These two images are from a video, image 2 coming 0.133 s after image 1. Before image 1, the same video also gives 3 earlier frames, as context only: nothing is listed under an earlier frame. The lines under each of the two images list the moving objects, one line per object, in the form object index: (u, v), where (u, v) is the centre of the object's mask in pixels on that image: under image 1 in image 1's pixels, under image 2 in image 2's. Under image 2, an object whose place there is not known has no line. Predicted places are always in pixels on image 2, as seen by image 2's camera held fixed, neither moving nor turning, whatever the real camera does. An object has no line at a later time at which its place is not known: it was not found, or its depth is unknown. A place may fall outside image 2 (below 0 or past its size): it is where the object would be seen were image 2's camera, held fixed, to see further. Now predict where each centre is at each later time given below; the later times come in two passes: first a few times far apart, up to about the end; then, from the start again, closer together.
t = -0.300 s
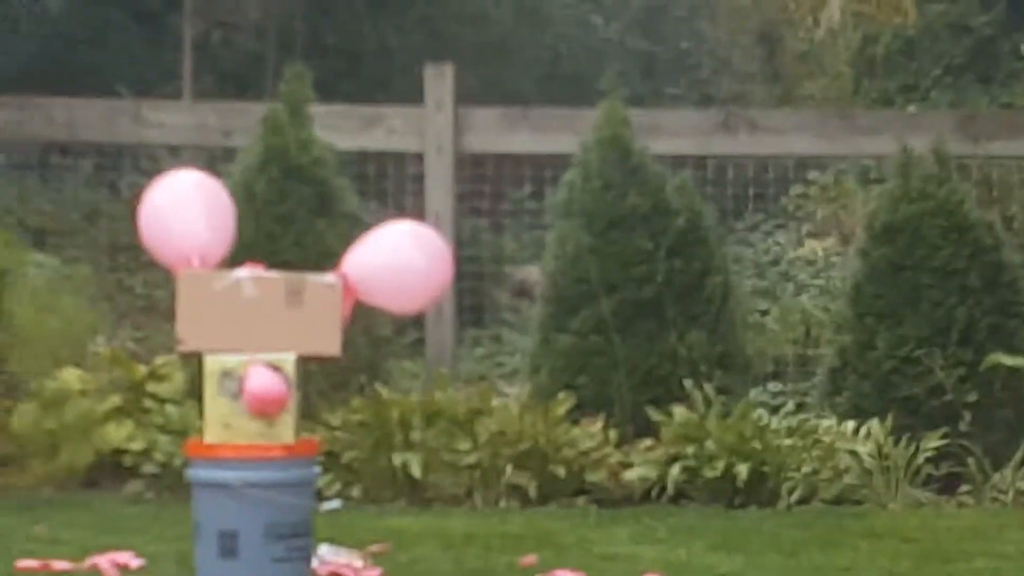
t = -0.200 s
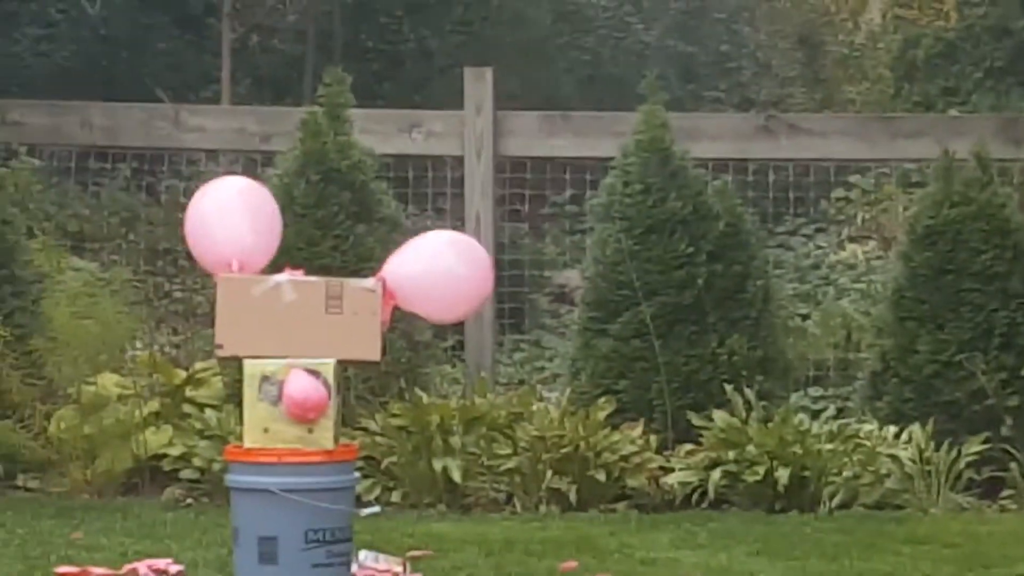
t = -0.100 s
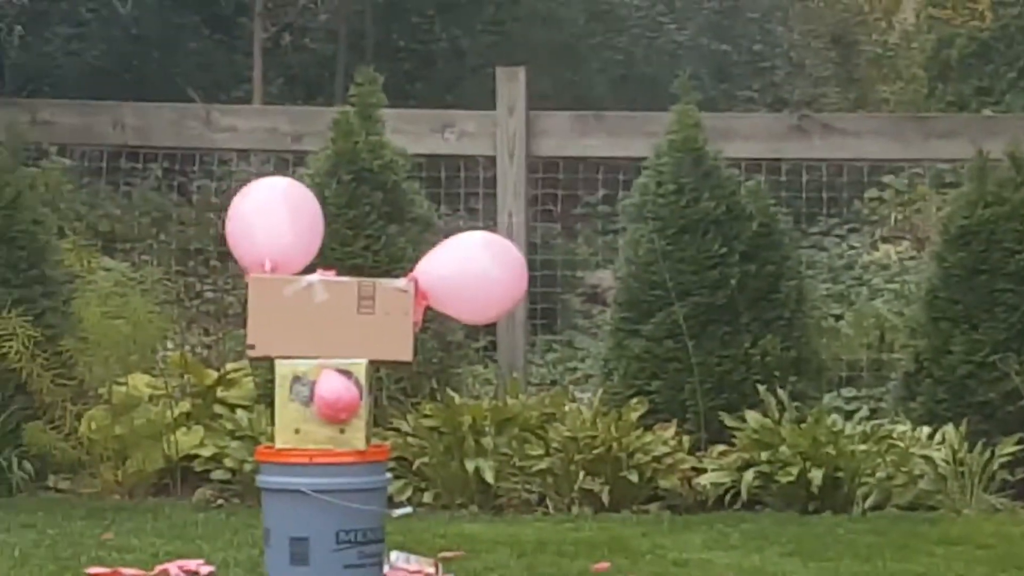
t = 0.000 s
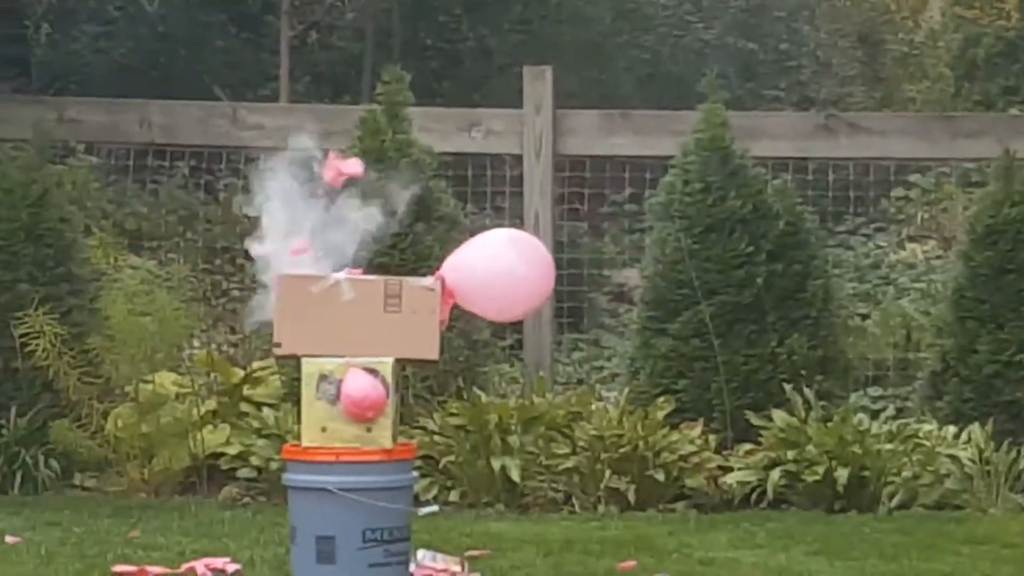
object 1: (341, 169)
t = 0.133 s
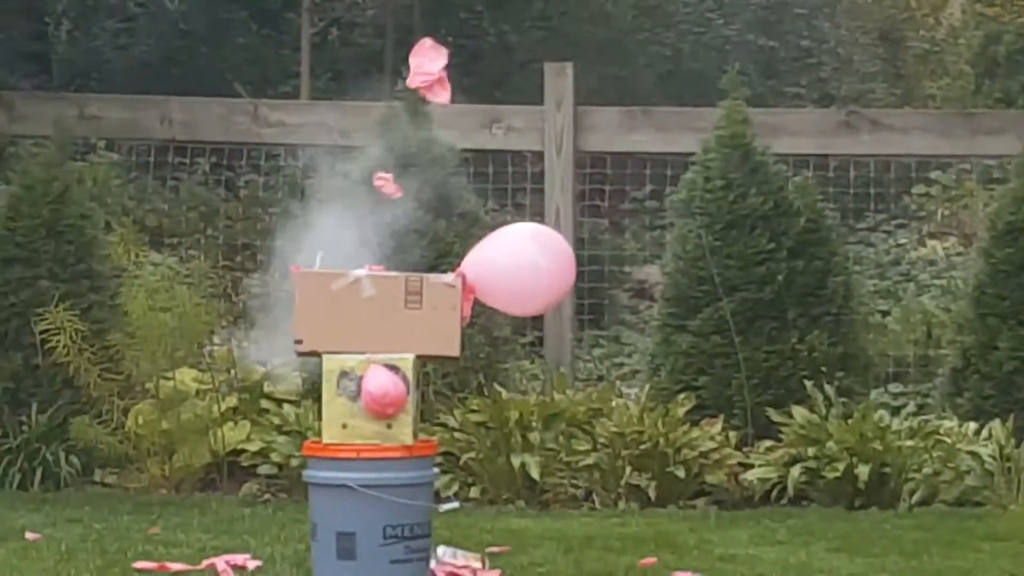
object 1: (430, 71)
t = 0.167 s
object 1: (437, 73)
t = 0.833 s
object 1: (581, 403)
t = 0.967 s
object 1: (598, 505)
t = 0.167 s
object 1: (437, 73)
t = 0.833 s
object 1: (581, 403)
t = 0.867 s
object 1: (591, 425)
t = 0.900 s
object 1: (596, 449)
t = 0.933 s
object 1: (599, 477)
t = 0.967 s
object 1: (598, 505)
